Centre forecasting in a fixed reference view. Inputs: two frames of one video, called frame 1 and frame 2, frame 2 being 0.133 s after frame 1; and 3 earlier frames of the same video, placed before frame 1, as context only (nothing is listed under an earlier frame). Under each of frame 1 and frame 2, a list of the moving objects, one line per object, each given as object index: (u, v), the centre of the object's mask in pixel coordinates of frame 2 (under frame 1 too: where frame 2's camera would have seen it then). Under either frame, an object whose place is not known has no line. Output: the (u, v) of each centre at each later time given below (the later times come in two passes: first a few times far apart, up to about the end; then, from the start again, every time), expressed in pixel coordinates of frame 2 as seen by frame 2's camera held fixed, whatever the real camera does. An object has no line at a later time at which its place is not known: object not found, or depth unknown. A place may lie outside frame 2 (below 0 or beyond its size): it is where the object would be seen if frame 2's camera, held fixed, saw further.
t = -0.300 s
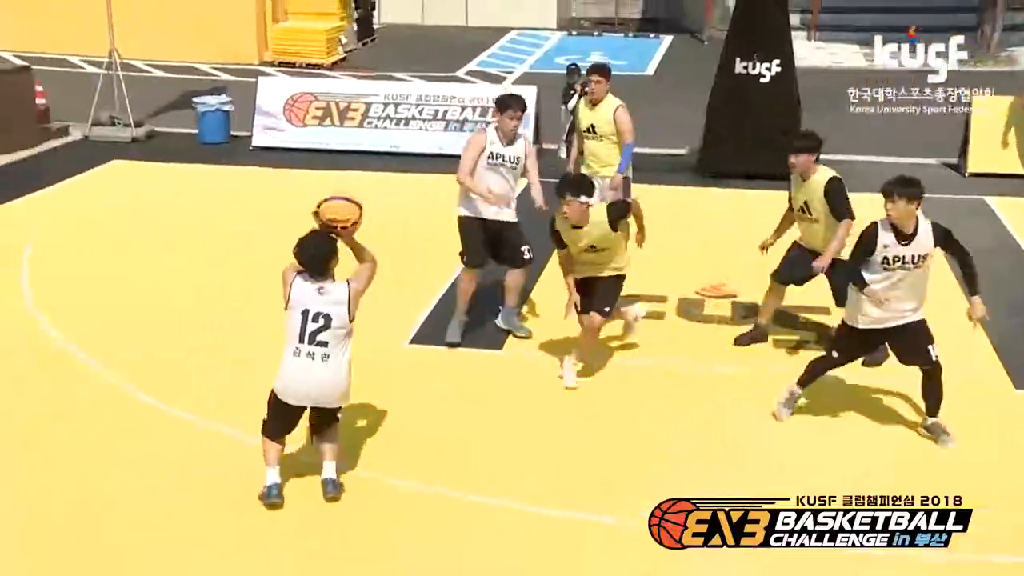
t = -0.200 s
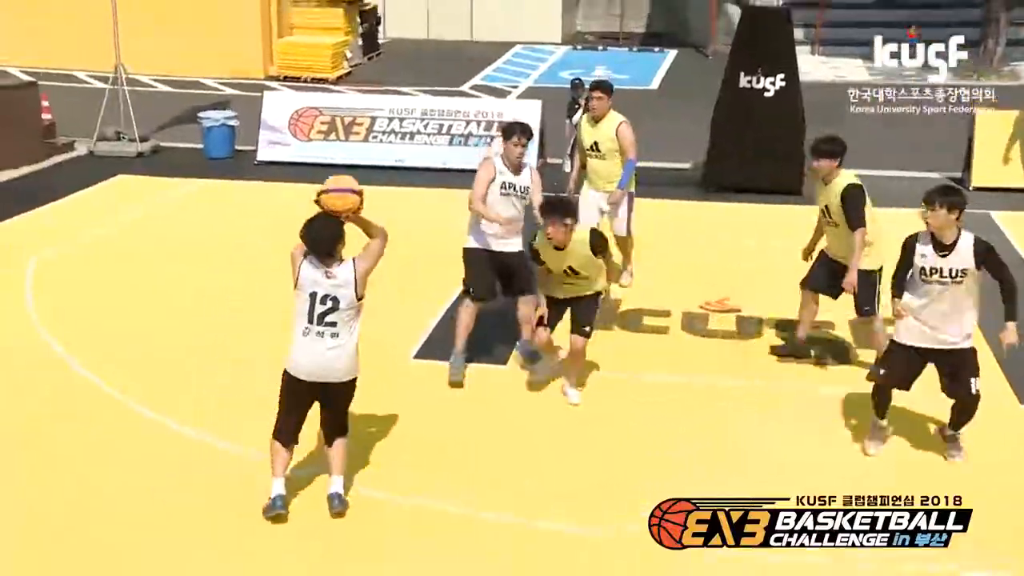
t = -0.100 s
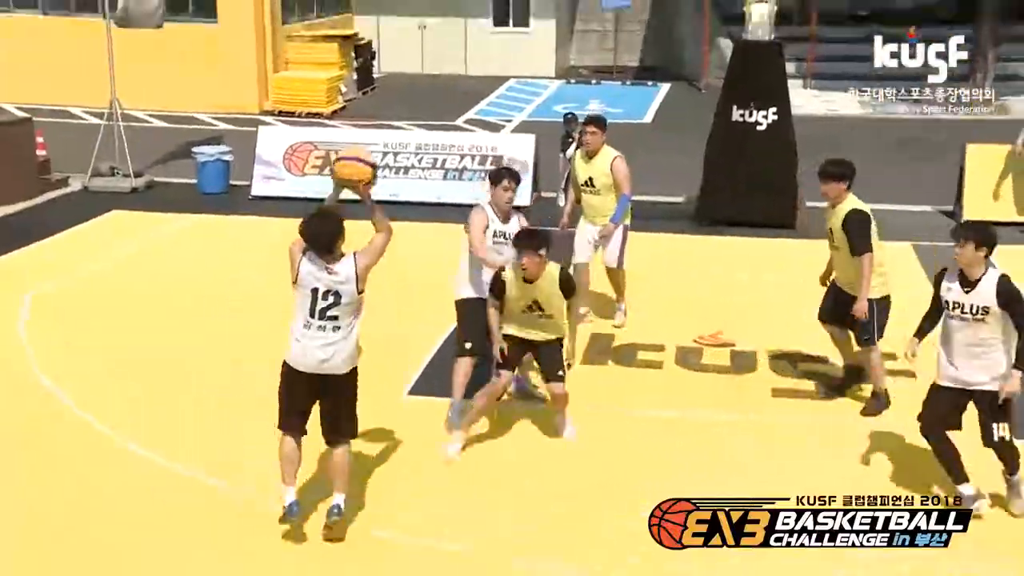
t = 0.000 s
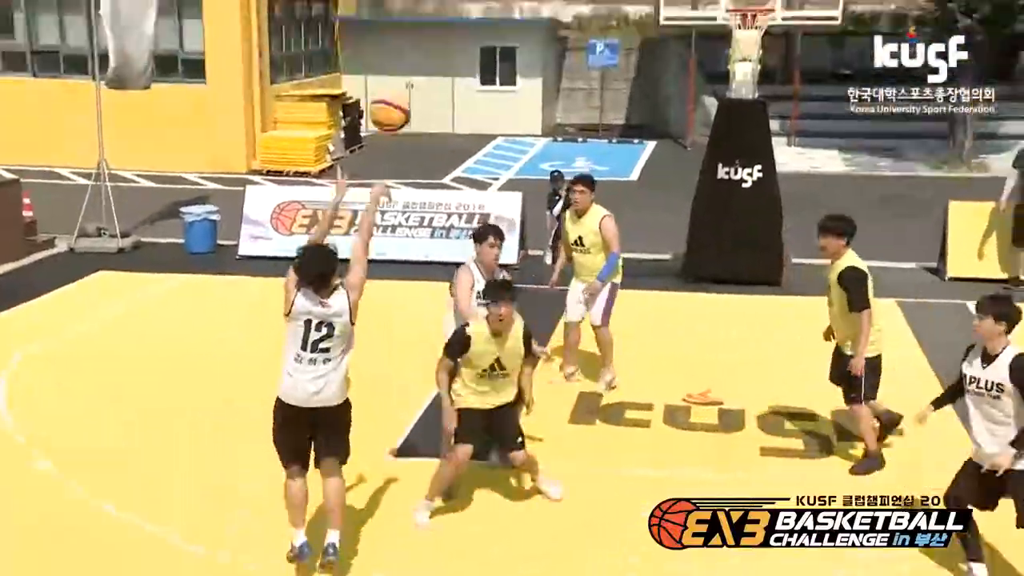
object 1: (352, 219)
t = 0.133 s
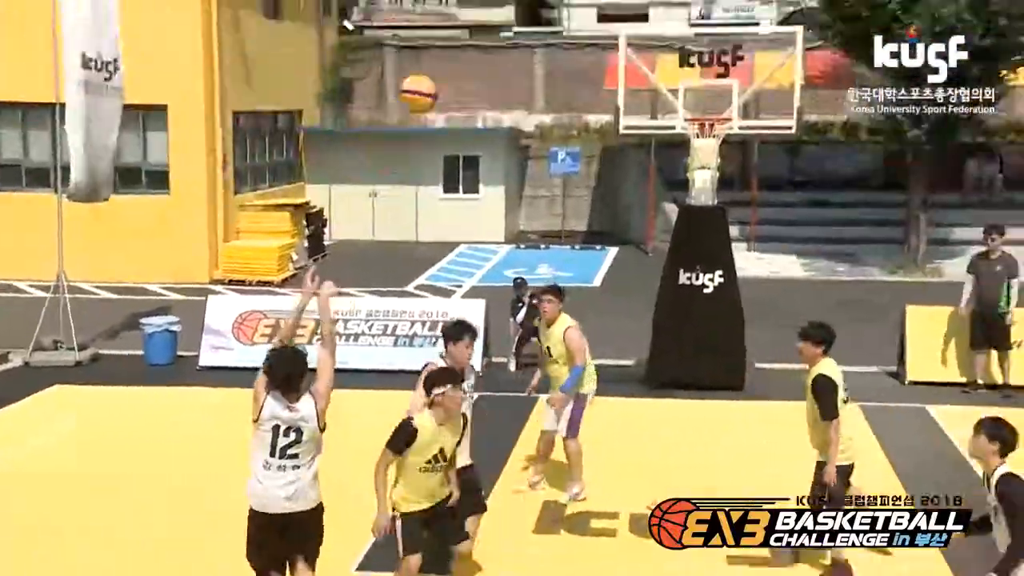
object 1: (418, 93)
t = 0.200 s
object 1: (447, 50)
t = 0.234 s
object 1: (462, 30)
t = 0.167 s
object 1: (433, 72)
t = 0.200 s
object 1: (447, 50)
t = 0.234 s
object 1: (462, 30)
